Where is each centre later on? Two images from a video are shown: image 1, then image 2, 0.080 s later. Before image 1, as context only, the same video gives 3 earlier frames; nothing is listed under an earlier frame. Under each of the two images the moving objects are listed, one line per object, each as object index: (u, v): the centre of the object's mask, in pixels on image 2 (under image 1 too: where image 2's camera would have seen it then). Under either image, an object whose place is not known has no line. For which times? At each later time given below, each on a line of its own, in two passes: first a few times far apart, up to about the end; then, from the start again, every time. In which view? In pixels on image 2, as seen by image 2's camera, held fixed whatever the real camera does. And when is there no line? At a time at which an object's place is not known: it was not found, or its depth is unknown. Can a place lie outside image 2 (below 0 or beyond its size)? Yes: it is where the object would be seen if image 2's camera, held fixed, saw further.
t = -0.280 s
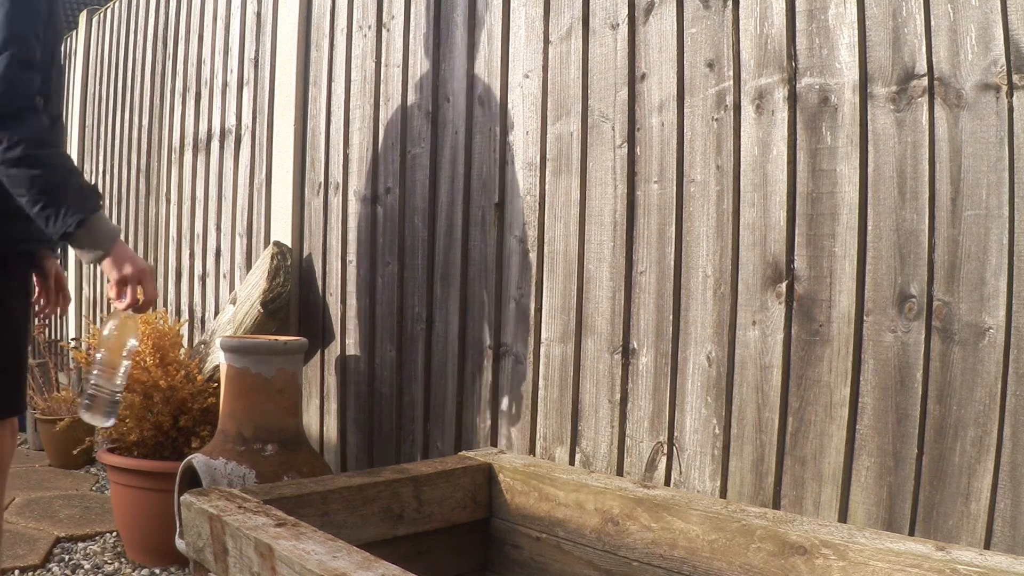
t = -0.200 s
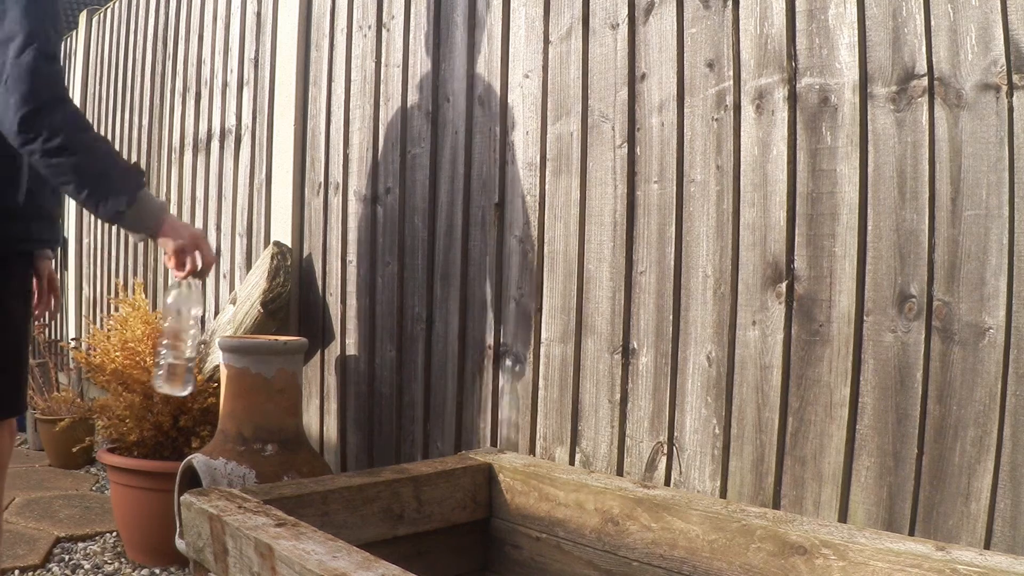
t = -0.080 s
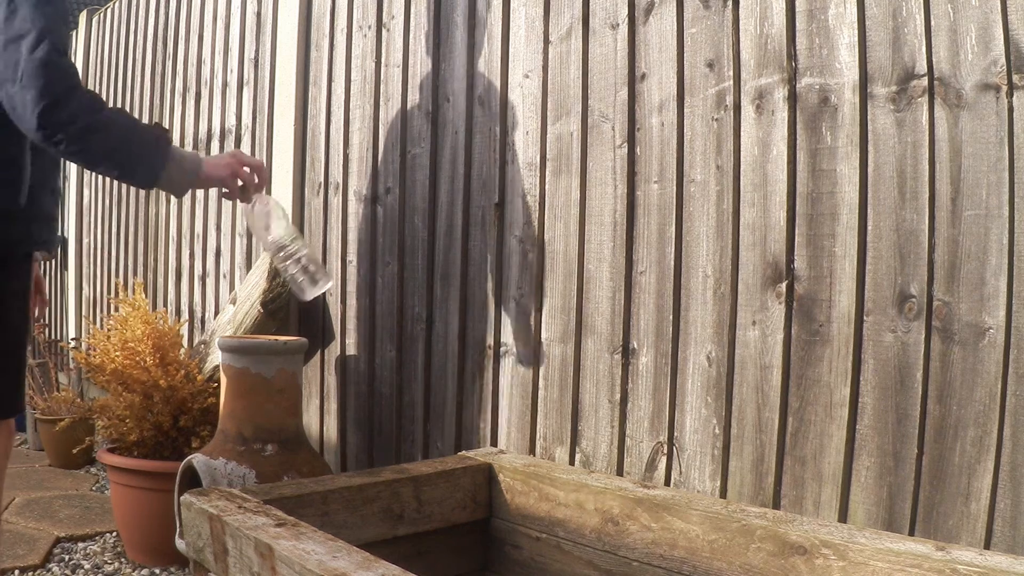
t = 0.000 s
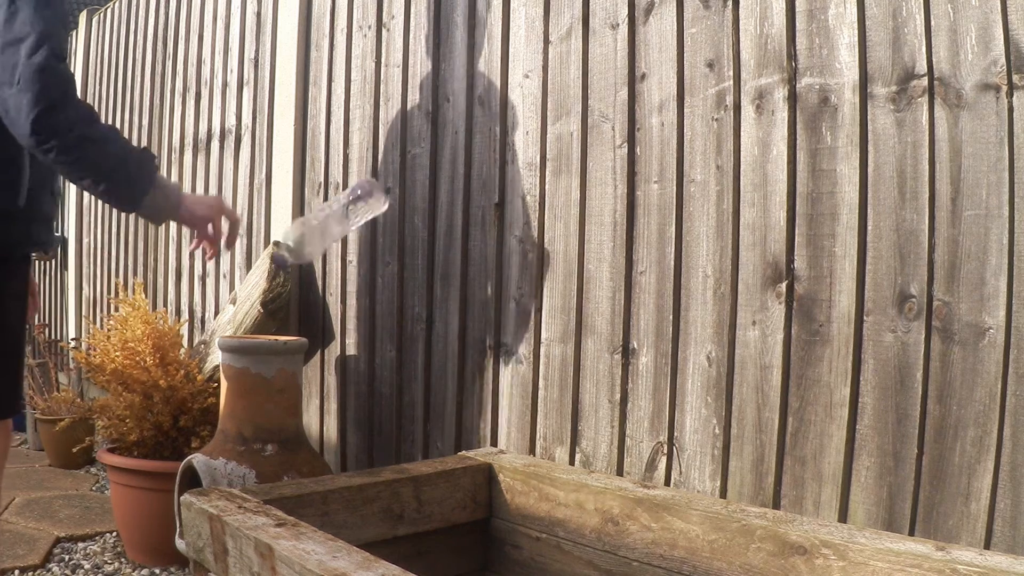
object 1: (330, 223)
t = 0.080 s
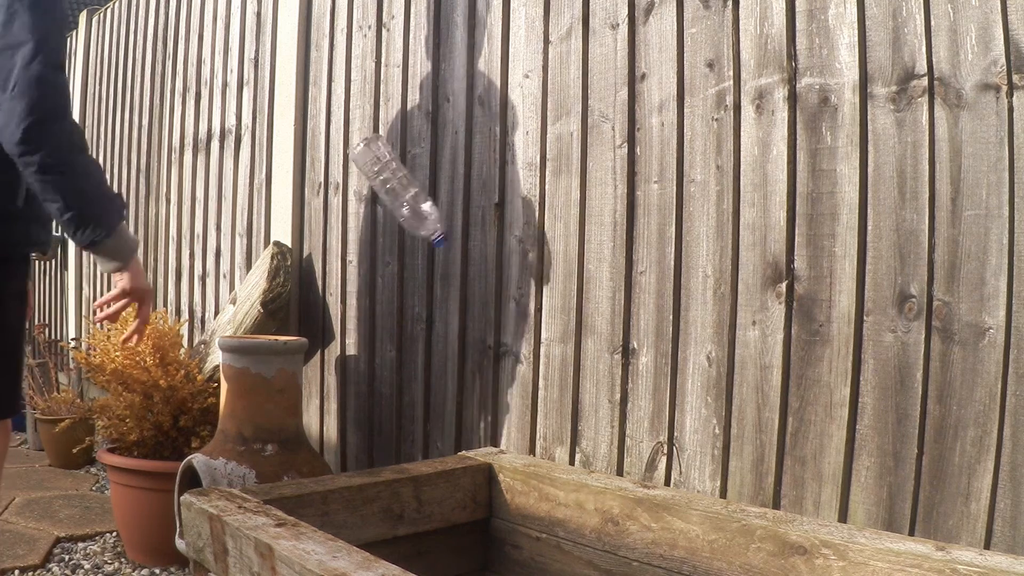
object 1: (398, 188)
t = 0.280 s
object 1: (479, 270)
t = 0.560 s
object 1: (489, 396)
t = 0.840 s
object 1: (488, 397)
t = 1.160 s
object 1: (489, 397)
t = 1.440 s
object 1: (489, 398)
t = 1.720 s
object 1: (489, 398)
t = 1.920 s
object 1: (489, 398)
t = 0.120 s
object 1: (412, 181)
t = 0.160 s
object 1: (431, 187)
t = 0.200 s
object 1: (447, 204)
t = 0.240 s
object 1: (463, 232)
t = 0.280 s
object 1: (479, 270)
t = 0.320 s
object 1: (496, 318)
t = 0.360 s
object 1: (506, 376)
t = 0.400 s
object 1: (499, 396)
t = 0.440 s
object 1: (494, 397)
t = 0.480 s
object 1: (492, 395)
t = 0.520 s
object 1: (491, 396)
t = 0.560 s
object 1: (489, 396)
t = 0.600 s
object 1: (488, 396)
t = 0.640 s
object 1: (489, 397)
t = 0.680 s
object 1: (488, 397)
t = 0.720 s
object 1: (489, 397)
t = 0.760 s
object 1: (488, 397)
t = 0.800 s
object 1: (488, 397)
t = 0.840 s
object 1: (488, 397)
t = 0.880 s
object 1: (488, 397)
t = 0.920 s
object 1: (488, 397)
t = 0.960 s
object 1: (489, 397)
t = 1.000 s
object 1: (488, 397)
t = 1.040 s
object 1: (489, 397)
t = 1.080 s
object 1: (489, 397)
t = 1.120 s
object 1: (489, 397)
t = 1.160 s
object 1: (489, 397)
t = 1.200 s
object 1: (489, 397)
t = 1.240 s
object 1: (489, 398)
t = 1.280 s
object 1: (488, 398)
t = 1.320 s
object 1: (489, 398)
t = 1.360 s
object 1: (489, 398)
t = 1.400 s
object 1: (488, 398)
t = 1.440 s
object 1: (489, 398)
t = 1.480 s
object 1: (489, 398)
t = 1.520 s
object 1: (489, 398)
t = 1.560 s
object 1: (489, 398)
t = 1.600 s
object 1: (489, 398)
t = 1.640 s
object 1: (489, 398)
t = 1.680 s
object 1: (489, 398)
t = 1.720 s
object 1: (489, 398)
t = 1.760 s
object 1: (489, 398)
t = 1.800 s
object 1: (489, 398)
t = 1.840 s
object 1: (489, 398)
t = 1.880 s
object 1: (489, 398)
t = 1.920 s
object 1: (489, 398)
